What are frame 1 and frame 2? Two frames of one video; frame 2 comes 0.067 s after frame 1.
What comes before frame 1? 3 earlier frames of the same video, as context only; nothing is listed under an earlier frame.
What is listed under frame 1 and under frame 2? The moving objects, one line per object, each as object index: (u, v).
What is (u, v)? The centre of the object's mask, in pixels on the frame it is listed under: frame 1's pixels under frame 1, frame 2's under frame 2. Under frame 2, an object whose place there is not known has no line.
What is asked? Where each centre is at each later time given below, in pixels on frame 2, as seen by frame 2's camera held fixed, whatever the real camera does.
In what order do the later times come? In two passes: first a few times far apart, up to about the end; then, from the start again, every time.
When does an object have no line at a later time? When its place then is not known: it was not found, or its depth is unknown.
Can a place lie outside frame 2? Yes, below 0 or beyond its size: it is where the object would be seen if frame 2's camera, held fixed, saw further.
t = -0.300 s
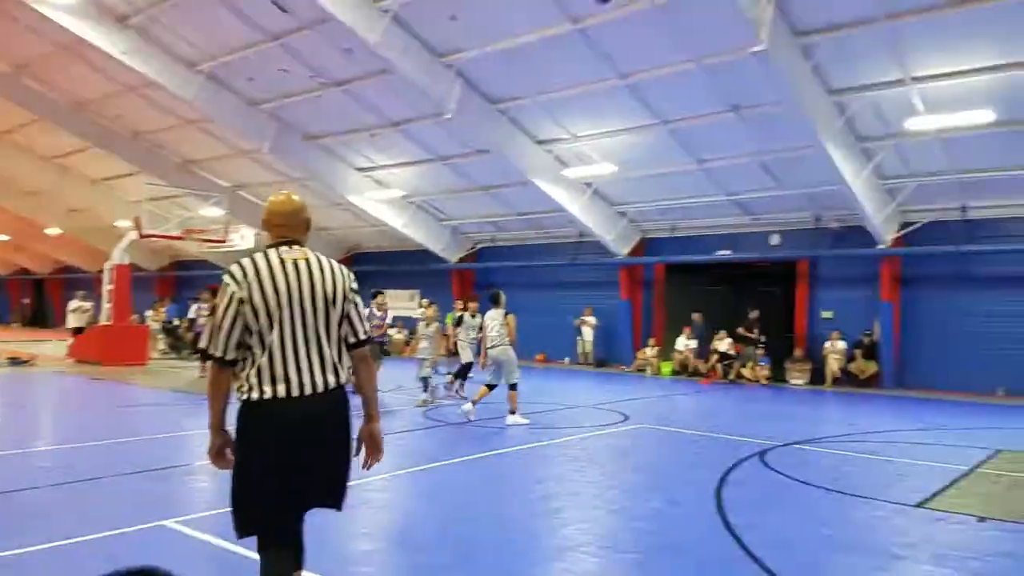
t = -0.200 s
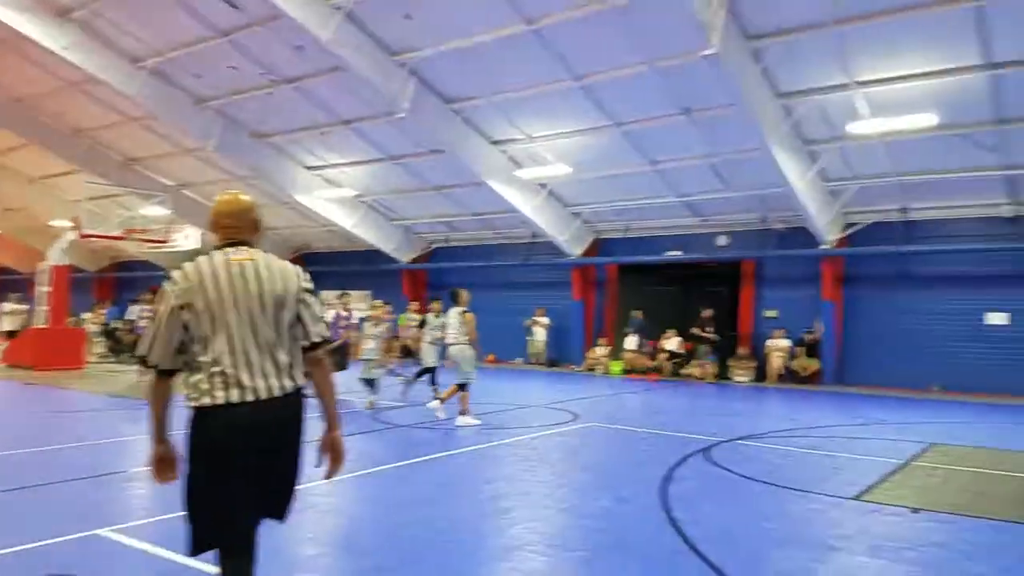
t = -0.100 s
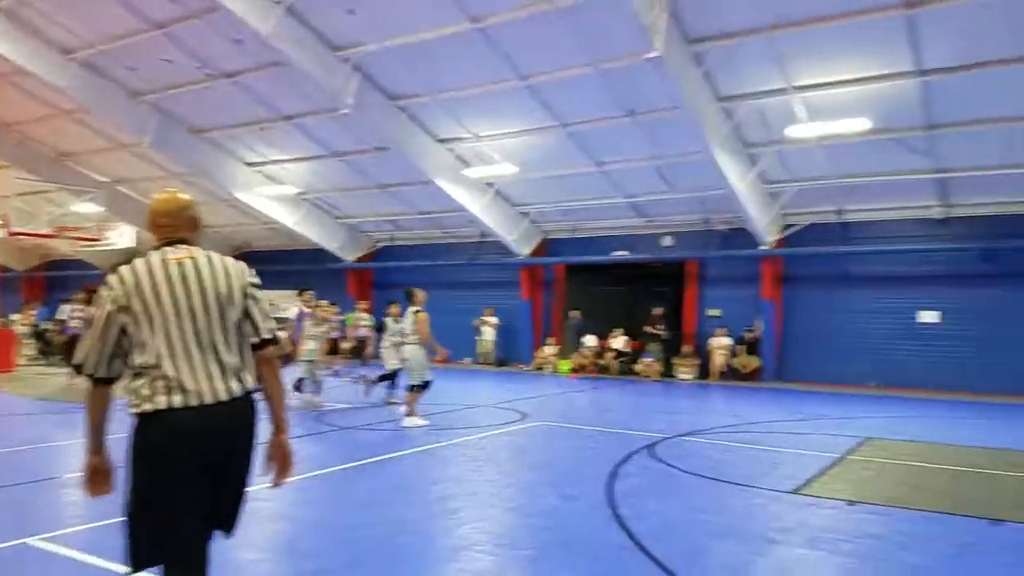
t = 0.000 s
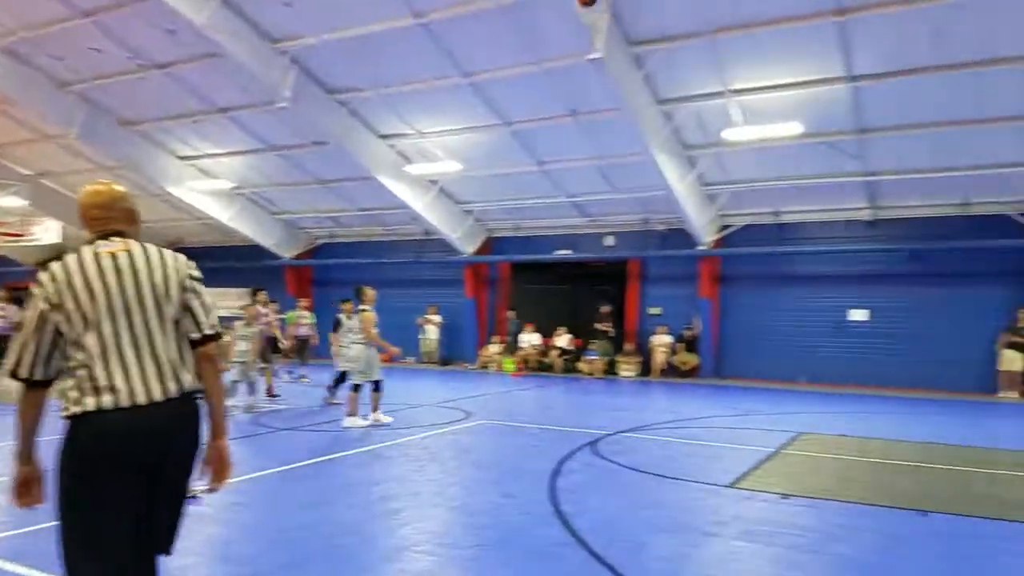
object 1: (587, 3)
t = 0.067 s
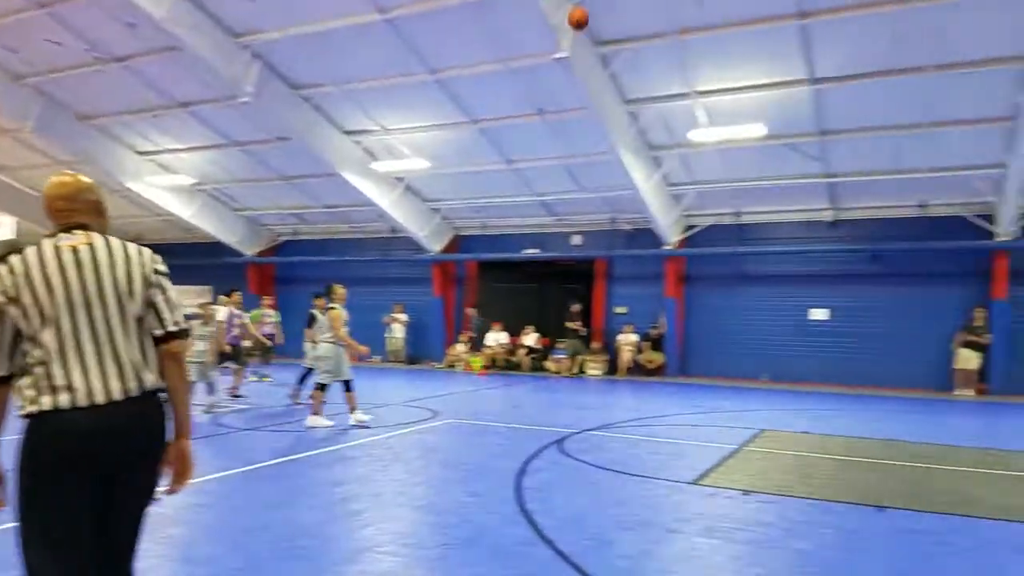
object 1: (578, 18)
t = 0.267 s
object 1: (654, 124)
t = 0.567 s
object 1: (806, 370)
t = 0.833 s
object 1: (862, 333)
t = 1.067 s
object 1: (874, 215)
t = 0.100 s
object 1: (590, 33)
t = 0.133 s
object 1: (602, 49)
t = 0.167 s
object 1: (614, 65)
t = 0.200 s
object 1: (626, 84)
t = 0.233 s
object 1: (639, 103)
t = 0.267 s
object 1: (654, 124)
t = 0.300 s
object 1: (669, 144)
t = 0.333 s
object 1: (684, 166)
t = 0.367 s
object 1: (700, 192)
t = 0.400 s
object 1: (716, 217)
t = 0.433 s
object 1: (732, 241)
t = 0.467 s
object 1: (750, 270)
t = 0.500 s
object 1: (767, 302)
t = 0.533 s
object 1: (785, 334)
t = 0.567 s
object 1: (806, 370)
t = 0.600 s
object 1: (825, 408)
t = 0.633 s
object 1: (845, 447)
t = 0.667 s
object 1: (852, 447)
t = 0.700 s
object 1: (855, 425)
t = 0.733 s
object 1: (856, 400)
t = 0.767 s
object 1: (858, 375)
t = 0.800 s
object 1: (860, 354)
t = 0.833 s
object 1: (862, 333)
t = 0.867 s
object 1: (864, 314)
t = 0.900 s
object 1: (865, 294)
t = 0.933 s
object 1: (866, 277)
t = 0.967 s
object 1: (868, 260)
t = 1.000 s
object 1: (869, 244)
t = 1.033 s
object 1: (871, 230)
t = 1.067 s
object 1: (874, 215)
